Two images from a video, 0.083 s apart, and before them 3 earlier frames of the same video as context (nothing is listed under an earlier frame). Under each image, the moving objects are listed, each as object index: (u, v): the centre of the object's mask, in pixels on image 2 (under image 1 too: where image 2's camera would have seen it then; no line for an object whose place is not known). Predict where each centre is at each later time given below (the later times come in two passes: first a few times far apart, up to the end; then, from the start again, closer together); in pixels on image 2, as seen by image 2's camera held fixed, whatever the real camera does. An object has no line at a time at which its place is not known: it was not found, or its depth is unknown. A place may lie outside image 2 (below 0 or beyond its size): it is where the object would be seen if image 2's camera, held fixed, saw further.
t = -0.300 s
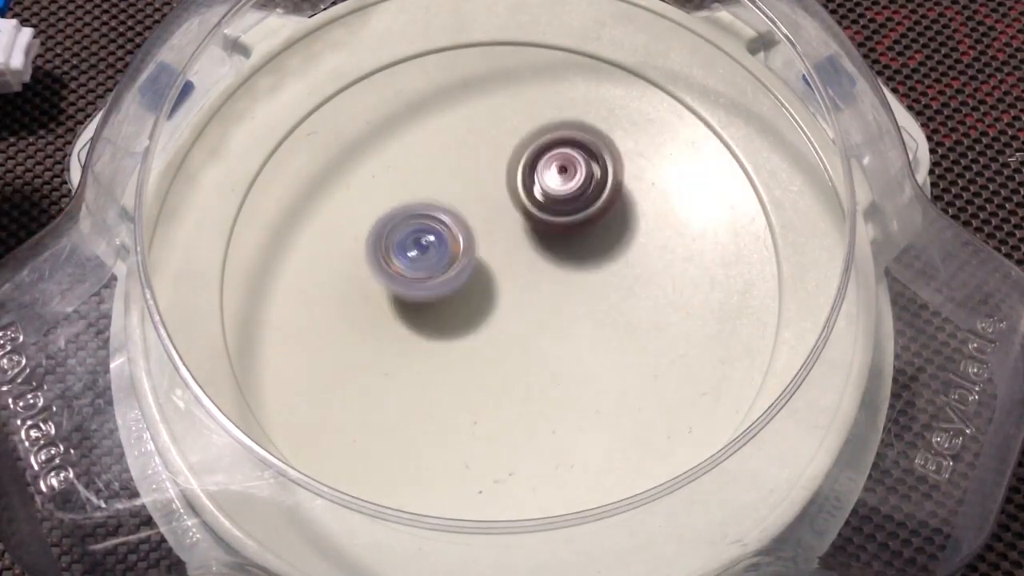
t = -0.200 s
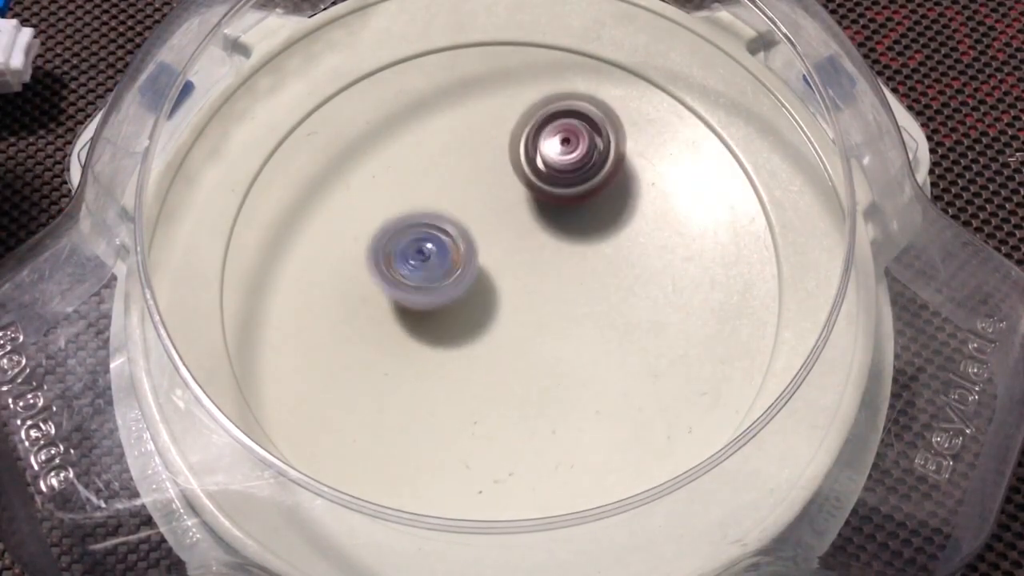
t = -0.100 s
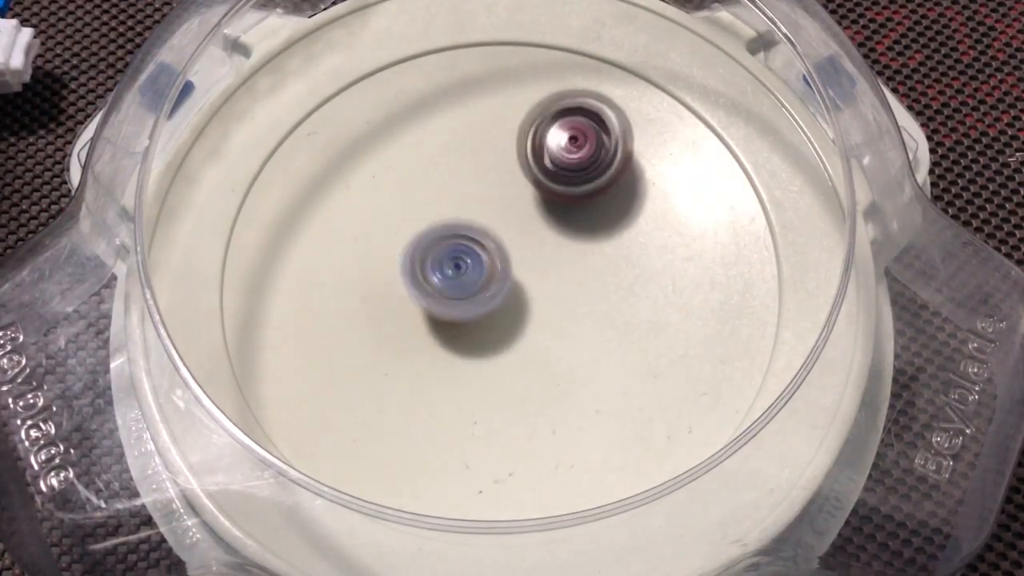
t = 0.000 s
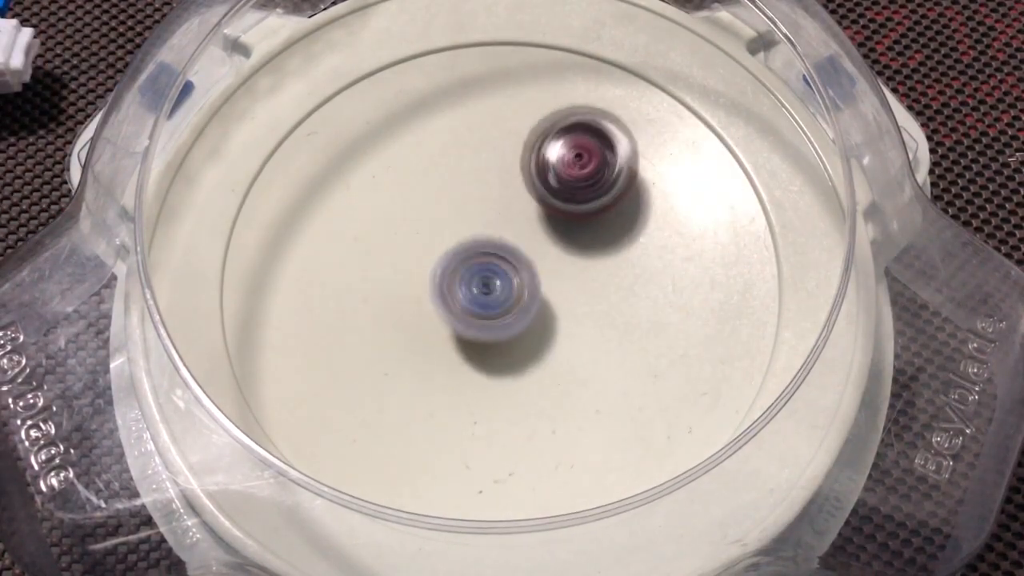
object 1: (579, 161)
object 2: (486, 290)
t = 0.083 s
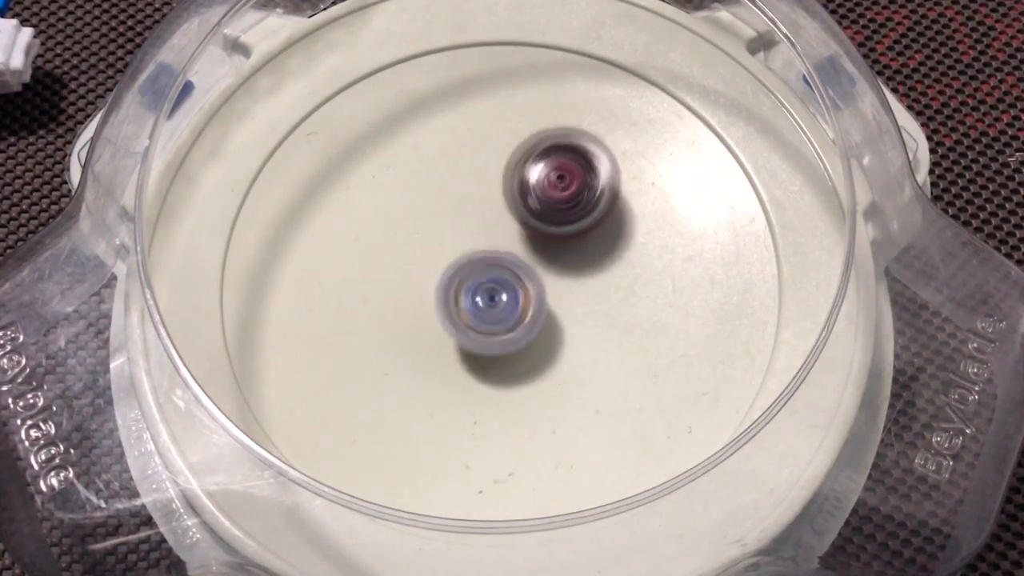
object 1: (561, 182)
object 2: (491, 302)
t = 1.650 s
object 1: (420, 290)
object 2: (561, 256)
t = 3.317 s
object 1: (507, 318)
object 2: (507, 205)
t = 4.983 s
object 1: (556, 353)
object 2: (506, 255)
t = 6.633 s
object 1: (392, 218)
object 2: (492, 301)
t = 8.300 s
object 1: (591, 240)
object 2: (415, 226)
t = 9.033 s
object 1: (377, 199)
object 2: (490, 356)
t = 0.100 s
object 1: (555, 188)
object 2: (491, 300)
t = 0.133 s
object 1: (542, 197)
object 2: (490, 296)
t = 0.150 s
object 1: (537, 196)
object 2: (486, 297)
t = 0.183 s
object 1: (526, 191)
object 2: (478, 304)
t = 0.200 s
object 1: (521, 187)
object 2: (475, 307)
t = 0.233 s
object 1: (513, 182)
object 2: (474, 308)
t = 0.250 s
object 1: (510, 180)
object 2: (475, 307)
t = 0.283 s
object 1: (504, 177)
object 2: (476, 307)
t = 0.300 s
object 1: (502, 175)
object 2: (477, 308)
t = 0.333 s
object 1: (499, 173)
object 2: (480, 307)
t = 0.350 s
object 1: (498, 173)
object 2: (480, 307)
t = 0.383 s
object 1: (495, 172)
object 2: (484, 307)
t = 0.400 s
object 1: (494, 172)
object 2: (485, 305)
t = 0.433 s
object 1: (492, 173)
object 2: (487, 306)
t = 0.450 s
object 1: (491, 174)
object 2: (489, 306)
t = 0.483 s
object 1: (488, 177)
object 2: (491, 306)
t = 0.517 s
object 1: (484, 179)
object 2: (493, 304)
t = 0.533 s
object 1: (481, 182)
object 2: (494, 305)
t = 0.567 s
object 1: (475, 186)
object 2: (496, 304)
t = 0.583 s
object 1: (471, 189)
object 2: (496, 302)
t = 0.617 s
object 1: (466, 192)
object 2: (499, 300)
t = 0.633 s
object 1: (463, 192)
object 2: (500, 299)
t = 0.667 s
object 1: (459, 195)
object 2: (501, 298)
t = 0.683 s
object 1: (456, 196)
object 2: (502, 298)
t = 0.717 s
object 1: (449, 198)
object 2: (503, 296)
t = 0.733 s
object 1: (444, 199)
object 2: (504, 296)
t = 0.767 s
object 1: (436, 201)
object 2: (505, 293)
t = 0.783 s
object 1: (433, 202)
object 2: (505, 291)
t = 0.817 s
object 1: (429, 205)
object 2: (506, 290)
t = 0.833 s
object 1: (427, 206)
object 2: (507, 290)
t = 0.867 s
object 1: (425, 210)
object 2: (508, 287)
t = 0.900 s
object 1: (419, 208)
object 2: (513, 290)
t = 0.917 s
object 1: (417, 208)
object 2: (515, 290)
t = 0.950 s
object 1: (415, 208)
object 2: (517, 290)
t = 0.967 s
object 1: (414, 208)
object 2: (518, 290)
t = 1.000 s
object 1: (414, 209)
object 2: (519, 289)
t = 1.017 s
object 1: (415, 209)
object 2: (519, 287)
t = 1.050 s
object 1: (416, 210)
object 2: (519, 286)
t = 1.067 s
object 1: (416, 210)
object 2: (519, 284)
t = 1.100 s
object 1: (416, 210)
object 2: (518, 281)
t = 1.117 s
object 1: (416, 211)
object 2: (518, 280)
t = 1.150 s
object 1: (414, 216)
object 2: (517, 277)
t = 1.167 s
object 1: (413, 219)
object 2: (517, 277)
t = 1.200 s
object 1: (409, 227)
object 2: (518, 275)
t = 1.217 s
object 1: (405, 230)
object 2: (519, 276)
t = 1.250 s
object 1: (399, 236)
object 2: (522, 275)
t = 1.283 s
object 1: (395, 242)
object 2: (523, 274)
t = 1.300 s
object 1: (394, 245)
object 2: (523, 274)
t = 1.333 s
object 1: (395, 250)
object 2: (524, 273)
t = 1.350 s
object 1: (396, 252)
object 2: (524, 272)
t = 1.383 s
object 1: (399, 256)
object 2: (524, 271)
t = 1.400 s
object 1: (402, 258)
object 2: (525, 270)
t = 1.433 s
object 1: (405, 262)
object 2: (527, 268)
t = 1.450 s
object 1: (405, 263)
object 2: (532, 268)
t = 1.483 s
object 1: (407, 267)
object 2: (538, 267)
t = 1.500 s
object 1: (409, 270)
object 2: (540, 267)
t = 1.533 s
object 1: (414, 274)
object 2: (542, 266)
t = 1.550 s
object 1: (418, 275)
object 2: (543, 266)
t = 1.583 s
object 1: (424, 279)
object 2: (545, 263)
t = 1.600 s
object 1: (423, 282)
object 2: (549, 262)
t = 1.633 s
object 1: (421, 288)
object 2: (560, 257)
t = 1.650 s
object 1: (420, 290)
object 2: (561, 256)
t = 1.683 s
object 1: (419, 294)
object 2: (565, 253)
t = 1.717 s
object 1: (420, 298)
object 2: (564, 251)
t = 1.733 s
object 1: (422, 300)
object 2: (563, 249)
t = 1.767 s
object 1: (426, 305)
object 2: (557, 247)
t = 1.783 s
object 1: (428, 307)
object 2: (555, 246)
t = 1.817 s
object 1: (433, 311)
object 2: (547, 244)
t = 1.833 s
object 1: (435, 313)
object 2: (544, 242)
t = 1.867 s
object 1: (440, 315)
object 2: (535, 239)
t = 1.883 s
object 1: (443, 316)
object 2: (532, 238)
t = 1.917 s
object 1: (448, 319)
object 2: (526, 233)
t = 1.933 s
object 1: (448, 322)
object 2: (526, 228)
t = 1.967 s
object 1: (449, 327)
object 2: (525, 221)
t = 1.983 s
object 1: (449, 329)
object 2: (526, 218)
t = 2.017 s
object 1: (449, 331)
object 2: (526, 214)
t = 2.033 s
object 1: (449, 332)
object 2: (528, 213)
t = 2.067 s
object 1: (450, 332)
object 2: (529, 212)
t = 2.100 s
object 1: (449, 333)
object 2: (530, 213)
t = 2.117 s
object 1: (449, 333)
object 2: (532, 214)
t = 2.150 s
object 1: (450, 332)
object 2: (533, 218)
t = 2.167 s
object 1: (451, 331)
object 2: (535, 220)
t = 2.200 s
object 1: (453, 329)
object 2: (535, 225)
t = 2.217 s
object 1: (454, 328)
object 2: (536, 228)
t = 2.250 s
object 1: (457, 325)
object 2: (537, 239)
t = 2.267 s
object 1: (458, 325)
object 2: (538, 241)
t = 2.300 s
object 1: (455, 329)
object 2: (544, 240)
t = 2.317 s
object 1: (454, 330)
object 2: (547, 239)
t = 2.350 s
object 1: (454, 332)
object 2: (550, 241)
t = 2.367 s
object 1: (454, 332)
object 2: (550, 241)
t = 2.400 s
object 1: (456, 332)
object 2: (549, 245)
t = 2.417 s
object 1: (457, 331)
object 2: (547, 246)
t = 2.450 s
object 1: (460, 329)
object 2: (544, 251)
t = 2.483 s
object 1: (457, 333)
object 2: (548, 247)
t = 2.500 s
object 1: (456, 335)
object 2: (551, 244)
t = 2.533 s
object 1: (455, 337)
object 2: (552, 242)
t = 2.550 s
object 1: (455, 337)
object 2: (553, 239)
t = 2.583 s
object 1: (458, 335)
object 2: (554, 237)
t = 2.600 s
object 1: (460, 334)
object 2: (554, 236)
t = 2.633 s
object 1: (465, 331)
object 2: (555, 234)
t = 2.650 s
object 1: (468, 329)
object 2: (554, 233)
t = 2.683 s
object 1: (475, 325)
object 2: (556, 231)
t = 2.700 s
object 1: (478, 323)
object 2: (555, 231)
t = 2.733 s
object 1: (486, 319)
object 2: (555, 228)
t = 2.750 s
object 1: (487, 321)
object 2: (561, 222)
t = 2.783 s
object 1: (482, 335)
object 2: (573, 202)
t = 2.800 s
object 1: (479, 340)
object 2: (579, 195)
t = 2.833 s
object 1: (475, 347)
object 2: (583, 184)
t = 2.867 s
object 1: (473, 352)
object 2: (585, 178)
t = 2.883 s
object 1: (472, 353)
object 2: (582, 178)
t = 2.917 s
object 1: (471, 355)
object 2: (576, 176)
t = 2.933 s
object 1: (470, 356)
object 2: (572, 178)
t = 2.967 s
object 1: (470, 356)
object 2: (559, 180)
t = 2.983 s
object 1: (470, 356)
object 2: (553, 184)
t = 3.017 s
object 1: (470, 356)
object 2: (537, 186)
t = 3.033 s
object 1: (471, 355)
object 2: (531, 187)
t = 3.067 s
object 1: (473, 352)
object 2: (516, 189)
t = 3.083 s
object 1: (474, 351)
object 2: (510, 187)
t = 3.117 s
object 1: (476, 348)
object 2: (499, 189)
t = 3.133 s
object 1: (478, 346)
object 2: (495, 187)
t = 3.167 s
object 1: (482, 342)
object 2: (490, 189)
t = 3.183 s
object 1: (484, 340)
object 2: (487, 189)
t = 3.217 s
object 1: (489, 333)
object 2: (489, 192)
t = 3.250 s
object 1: (495, 330)
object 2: (493, 197)
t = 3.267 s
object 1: (498, 327)
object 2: (495, 198)
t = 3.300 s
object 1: (504, 321)
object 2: (505, 203)
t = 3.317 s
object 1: (507, 318)
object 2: (507, 205)
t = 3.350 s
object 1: (514, 315)
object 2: (518, 206)
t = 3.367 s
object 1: (517, 315)
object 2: (523, 206)
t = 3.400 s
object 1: (522, 315)
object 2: (533, 207)
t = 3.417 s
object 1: (525, 316)
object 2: (539, 208)
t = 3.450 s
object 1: (529, 327)
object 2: (551, 201)
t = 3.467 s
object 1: (531, 331)
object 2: (557, 199)
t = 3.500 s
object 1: (533, 337)
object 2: (564, 196)
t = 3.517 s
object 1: (533, 339)
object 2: (568, 196)
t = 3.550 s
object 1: (531, 342)
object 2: (571, 201)
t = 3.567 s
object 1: (529, 342)
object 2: (572, 203)
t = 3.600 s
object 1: (528, 341)
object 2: (573, 211)
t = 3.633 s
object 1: (525, 339)
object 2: (572, 221)
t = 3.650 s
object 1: (524, 338)
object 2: (570, 226)
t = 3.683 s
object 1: (521, 342)
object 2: (567, 232)
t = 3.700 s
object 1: (510, 365)
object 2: (574, 217)
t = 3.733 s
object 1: (485, 407)
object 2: (585, 175)
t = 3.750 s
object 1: (472, 423)
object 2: (591, 156)
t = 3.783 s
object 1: (445, 446)
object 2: (596, 125)
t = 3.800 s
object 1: (434, 452)
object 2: (596, 111)
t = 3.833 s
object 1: (409, 457)
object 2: (592, 89)
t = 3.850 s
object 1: (397, 456)
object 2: (589, 82)
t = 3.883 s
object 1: (376, 451)
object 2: (579, 63)
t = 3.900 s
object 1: (368, 447)
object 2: (576, 58)
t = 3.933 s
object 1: (352, 439)
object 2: (568, 53)
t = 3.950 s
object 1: (347, 434)
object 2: (563, 52)
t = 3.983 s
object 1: (339, 426)
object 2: (551, 55)
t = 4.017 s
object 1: (336, 415)
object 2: (538, 61)
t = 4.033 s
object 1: (337, 409)
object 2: (528, 63)
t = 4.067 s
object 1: (340, 393)
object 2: (514, 72)
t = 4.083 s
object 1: (344, 385)
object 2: (506, 80)
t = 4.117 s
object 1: (351, 369)
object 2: (489, 92)
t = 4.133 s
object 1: (356, 361)
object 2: (484, 99)
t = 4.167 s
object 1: (368, 346)
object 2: (471, 115)
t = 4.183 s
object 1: (373, 339)
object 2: (464, 120)
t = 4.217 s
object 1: (388, 325)
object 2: (457, 137)
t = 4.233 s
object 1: (395, 320)
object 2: (454, 148)
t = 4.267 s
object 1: (409, 308)
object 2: (454, 164)
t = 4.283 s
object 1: (417, 303)
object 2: (457, 174)
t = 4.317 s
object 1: (432, 294)
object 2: (461, 189)
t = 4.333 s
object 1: (442, 307)
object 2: (465, 183)
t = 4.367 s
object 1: (459, 342)
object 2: (471, 153)
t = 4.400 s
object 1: (474, 372)
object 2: (477, 125)
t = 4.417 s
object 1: (481, 384)
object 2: (479, 116)
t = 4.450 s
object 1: (489, 400)
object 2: (487, 103)
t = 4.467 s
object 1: (493, 408)
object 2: (493, 101)
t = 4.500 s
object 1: (497, 418)
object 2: (501, 101)
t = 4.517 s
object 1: (499, 421)
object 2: (506, 105)
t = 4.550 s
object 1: (503, 425)
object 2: (513, 116)
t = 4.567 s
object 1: (505, 426)
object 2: (515, 122)
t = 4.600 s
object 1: (507, 426)
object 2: (521, 137)
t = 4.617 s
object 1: (510, 426)
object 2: (522, 145)
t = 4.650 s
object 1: (513, 425)
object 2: (525, 159)
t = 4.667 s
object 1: (515, 424)
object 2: (526, 168)
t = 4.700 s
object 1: (519, 421)
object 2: (526, 181)
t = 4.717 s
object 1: (521, 419)
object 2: (525, 187)
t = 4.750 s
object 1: (526, 415)
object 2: (524, 200)
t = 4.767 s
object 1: (528, 411)
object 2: (521, 206)
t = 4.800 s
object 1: (532, 405)
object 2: (518, 217)
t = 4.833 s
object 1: (537, 398)
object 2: (516, 226)
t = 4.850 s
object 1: (539, 394)
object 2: (514, 233)
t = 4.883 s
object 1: (544, 385)
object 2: (511, 241)
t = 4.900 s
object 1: (545, 381)
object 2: (511, 244)
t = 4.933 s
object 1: (550, 371)
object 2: (509, 250)
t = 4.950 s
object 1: (551, 365)
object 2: (507, 251)
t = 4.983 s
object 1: (556, 353)
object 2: (506, 255)
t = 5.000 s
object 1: (564, 355)
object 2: (500, 249)
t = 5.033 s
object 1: (582, 364)
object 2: (484, 225)
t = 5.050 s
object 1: (589, 367)
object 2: (477, 215)
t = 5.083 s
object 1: (599, 369)
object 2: (465, 200)
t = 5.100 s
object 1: (602, 369)
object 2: (460, 193)
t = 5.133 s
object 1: (607, 368)
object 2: (452, 184)
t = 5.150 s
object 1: (609, 367)
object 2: (449, 183)
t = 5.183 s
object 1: (611, 362)
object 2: (445, 181)
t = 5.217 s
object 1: (613, 356)
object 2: (441, 184)
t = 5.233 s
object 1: (614, 351)
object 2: (441, 187)
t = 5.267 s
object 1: (614, 343)
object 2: (439, 195)
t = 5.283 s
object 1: (614, 338)
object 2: (438, 199)
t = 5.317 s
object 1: (613, 330)
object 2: (438, 211)
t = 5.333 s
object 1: (612, 324)
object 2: (438, 218)
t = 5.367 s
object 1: (610, 314)
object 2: (438, 231)
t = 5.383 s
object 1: (609, 308)
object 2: (439, 238)
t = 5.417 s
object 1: (606, 296)
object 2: (439, 252)
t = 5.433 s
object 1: (606, 290)
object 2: (436, 257)
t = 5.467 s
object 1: (603, 278)
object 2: (433, 268)
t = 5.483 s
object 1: (601, 272)
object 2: (434, 275)
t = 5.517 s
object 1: (597, 259)
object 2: (430, 282)
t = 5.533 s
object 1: (594, 254)
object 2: (429, 282)
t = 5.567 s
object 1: (590, 241)
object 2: (428, 285)
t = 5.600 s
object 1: (586, 229)
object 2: (431, 285)
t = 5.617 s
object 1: (583, 224)
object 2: (431, 286)
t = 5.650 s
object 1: (580, 213)
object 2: (434, 283)
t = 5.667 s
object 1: (577, 208)
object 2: (438, 280)
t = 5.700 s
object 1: (572, 198)
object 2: (442, 275)
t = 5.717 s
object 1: (569, 194)
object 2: (443, 273)
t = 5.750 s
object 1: (564, 185)
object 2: (449, 265)
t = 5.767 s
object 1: (561, 181)
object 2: (454, 261)
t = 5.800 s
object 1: (557, 173)
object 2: (461, 254)
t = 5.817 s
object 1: (553, 169)
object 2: (463, 249)
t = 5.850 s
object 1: (547, 163)
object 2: (470, 243)
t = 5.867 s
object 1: (550, 151)
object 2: (461, 256)
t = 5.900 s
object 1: (565, 116)
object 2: (441, 286)
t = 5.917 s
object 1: (572, 101)
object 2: (436, 298)
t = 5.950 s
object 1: (584, 77)
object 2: (422, 324)
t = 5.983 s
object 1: (595, 61)
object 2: (413, 347)
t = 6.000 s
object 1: (597, 57)
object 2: (409, 356)
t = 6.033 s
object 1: (601, 48)
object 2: (406, 372)
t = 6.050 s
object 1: (601, 49)
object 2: (408, 378)
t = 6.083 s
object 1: (601, 56)
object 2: (409, 388)
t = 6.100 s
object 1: (599, 63)
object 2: (410, 392)
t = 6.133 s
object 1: (594, 77)
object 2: (415, 398)
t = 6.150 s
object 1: (591, 85)
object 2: (416, 399)
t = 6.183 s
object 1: (583, 101)
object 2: (419, 401)
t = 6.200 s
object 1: (577, 110)
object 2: (422, 401)
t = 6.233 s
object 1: (568, 125)
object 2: (425, 401)
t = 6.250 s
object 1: (561, 133)
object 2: (427, 399)
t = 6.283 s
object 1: (549, 147)
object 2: (432, 395)
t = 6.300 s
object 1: (543, 152)
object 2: (434, 394)
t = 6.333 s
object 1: (528, 162)
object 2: (441, 384)
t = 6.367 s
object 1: (512, 171)
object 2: (446, 377)
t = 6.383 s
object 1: (506, 176)
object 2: (450, 371)
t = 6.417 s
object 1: (491, 183)
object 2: (455, 362)
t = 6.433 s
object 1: (482, 186)
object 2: (457, 357)
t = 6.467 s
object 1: (467, 193)
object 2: (461, 348)
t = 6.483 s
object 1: (459, 195)
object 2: (464, 345)
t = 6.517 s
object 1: (443, 201)
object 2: (468, 337)
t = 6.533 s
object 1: (437, 204)
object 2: (468, 332)
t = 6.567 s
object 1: (425, 210)
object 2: (470, 321)
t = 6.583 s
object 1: (419, 213)
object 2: (472, 315)
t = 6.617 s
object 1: (404, 217)
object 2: (478, 304)
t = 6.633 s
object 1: (392, 218)
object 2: (492, 301)
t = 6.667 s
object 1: (368, 223)
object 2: (515, 300)
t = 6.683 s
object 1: (361, 226)
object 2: (527, 295)
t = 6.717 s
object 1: (346, 233)
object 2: (542, 289)
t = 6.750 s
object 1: (335, 241)
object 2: (554, 282)
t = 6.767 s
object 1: (328, 248)
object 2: (558, 279)
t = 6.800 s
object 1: (318, 258)
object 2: (567, 271)
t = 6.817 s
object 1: (314, 262)
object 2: (571, 265)
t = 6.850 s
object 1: (307, 271)
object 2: (578, 259)
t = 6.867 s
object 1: (304, 278)
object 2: (580, 256)
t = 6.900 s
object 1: (300, 288)
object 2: (585, 252)
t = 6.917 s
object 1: (297, 292)
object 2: (588, 250)
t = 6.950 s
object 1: (295, 302)
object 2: (591, 247)
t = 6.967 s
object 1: (297, 307)
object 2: (591, 247)
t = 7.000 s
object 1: (298, 317)
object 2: (594, 245)
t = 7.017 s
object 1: (298, 321)
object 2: (596, 244)
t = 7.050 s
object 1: (303, 331)
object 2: (598, 242)
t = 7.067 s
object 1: (306, 334)
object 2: (598, 242)
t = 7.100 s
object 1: (314, 342)
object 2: (600, 241)
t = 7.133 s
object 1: (324, 349)
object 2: (602, 241)
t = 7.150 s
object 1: (330, 354)
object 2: (603, 241)
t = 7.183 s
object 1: (342, 359)
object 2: (604, 241)
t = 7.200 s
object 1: (347, 362)
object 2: (603, 241)
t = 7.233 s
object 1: (361, 367)
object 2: (604, 242)
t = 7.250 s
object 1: (369, 370)
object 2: (605, 242)
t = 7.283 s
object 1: (386, 374)
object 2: (604, 243)
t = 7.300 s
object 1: (393, 375)
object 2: (603, 244)
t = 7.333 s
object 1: (410, 378)
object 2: (602, 246)
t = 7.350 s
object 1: (420, 380)
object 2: (602, 246)
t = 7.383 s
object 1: (437, 383)
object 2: (601, 248)
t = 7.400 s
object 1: (446, 383)
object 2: (598, 249)
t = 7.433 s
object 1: (463, 384)
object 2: (595, 251)
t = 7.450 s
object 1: (472, 383)
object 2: (594, 252)
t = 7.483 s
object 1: (489, 382)
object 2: (590, 253)
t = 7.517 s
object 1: (506, 379)
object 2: (586, 253)
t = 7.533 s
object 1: (514, 377)
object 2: (583, 254)
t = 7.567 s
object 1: (530, 373)
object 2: (579, 255)
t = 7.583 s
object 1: (538, 372)
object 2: (578, 254)
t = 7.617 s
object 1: (554, 366)
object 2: (573, 254)
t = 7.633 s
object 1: (561, 362)
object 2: (570, 254)
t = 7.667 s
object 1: (581, 383)
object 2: (562, 229)
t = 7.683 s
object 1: (590, 392)
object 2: (558, 210)
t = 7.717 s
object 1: (604, 406)
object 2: (547, 179)
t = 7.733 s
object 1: (608, 410)
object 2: (540, 166)
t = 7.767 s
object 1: (614, 412)
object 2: (527, 145)
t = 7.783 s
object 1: (618, 411)
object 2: (521, 137)
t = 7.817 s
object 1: (623, 407)
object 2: (503, 119)
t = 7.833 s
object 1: (625, 404)
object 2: (494, 113)
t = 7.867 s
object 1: (629, 398)
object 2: (475, 103)
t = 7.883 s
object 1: (631, 394)
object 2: (465, 99)
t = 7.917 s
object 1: (633, 386)
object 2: (449, 95)
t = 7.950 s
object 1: (634, 376)
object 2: (435, 95)
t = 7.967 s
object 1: (635, 370)
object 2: (431, 97)
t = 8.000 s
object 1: (634, 360)
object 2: (420, 100)
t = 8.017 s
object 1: (633, 354)
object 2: (414, 102)
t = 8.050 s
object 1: (631, 342)
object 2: (407, 111)
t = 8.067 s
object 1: (630, 335)
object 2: (407, 118)
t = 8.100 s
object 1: (627, 321)
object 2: (405, 130)
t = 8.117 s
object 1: (624, 314)
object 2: (404, 136)
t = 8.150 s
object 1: (621, 300)
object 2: (404, 153)
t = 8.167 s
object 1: (618, 294)
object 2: (407, 164)
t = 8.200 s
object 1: (613, 280)
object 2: (409, 182)
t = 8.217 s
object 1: (610, 272)
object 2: (409, 191)
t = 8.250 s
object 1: (604, 259)
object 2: (411, 209)
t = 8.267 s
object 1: (600, 254)
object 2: (412, 213)
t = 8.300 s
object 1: (591, 240)
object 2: (415, 226)
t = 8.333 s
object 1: (583, 229)
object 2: (421, 237)
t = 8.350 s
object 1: (579, 223)
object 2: (426, 242)
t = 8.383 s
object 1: (568, 212)
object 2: (435, 249)
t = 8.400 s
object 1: (563, 207)
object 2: (438, 252)
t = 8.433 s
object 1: (552, 199)
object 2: (449, 258)
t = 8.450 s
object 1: (546, 195)
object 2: (457, 260)
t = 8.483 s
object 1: (536, 186)
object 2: (464, 267)
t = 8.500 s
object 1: (532, 181)
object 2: (463, 275)
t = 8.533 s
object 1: (523, 169)
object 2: (466, 295)
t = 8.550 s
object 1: (517, 164)
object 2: (469, 303)
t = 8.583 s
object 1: (506, 158)
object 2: (476, 319)
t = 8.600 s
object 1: (501, 157)
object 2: (479, 326)
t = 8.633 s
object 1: (489, 152)
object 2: (486, 338)
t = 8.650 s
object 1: (484, 150)
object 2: (489, 342)
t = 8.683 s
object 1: (472, 148)
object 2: (495, 350)
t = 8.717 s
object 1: (460, 146)
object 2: (500, 357)
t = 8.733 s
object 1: (453, 146)
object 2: (503, 359)
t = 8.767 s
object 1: (443, 146)
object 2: (506, 363)
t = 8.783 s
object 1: (438, 148)
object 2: (506, 365)
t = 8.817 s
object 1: (428, 151)
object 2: (507, 369)
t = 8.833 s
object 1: (423, 152)
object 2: (507, 369)
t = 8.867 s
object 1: (413, 158)
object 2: (505, 372)
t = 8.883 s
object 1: (408, 160)
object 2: (504, 372)
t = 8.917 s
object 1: (399, 167)
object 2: (502, 372)
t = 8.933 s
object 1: (396, 172)
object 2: (499, 371)
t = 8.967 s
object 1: (389, 181)
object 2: (496, 367)
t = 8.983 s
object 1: (386, 184)
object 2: (495, 364)
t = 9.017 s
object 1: (381, 193)
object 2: (491, 359)
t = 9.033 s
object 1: (377, 199)
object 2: (490, 356)
